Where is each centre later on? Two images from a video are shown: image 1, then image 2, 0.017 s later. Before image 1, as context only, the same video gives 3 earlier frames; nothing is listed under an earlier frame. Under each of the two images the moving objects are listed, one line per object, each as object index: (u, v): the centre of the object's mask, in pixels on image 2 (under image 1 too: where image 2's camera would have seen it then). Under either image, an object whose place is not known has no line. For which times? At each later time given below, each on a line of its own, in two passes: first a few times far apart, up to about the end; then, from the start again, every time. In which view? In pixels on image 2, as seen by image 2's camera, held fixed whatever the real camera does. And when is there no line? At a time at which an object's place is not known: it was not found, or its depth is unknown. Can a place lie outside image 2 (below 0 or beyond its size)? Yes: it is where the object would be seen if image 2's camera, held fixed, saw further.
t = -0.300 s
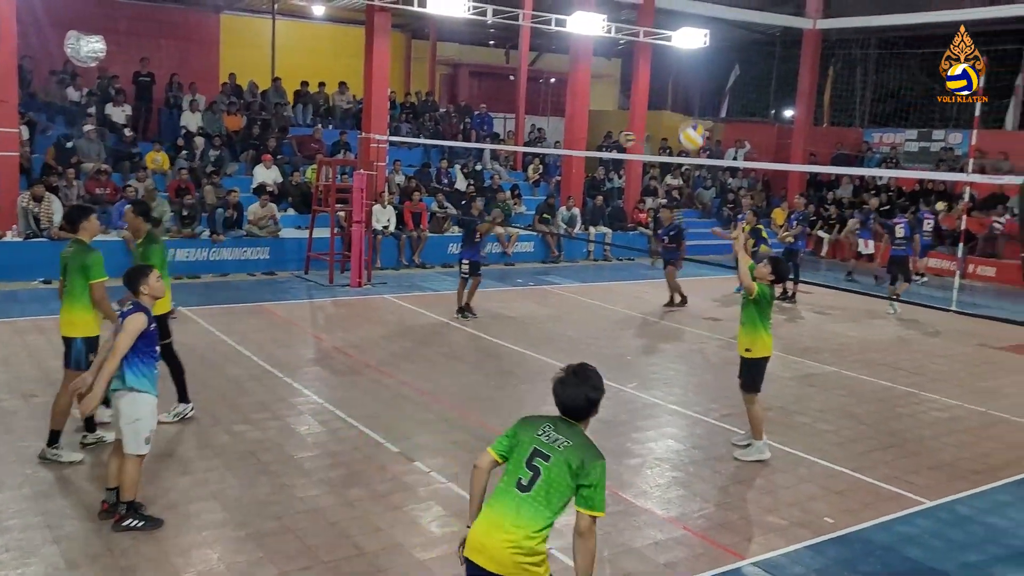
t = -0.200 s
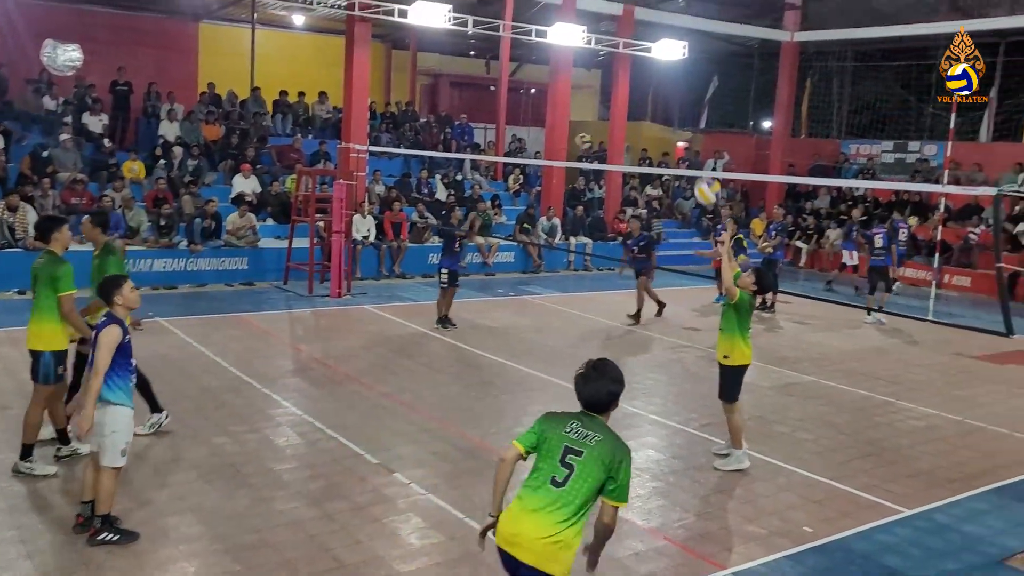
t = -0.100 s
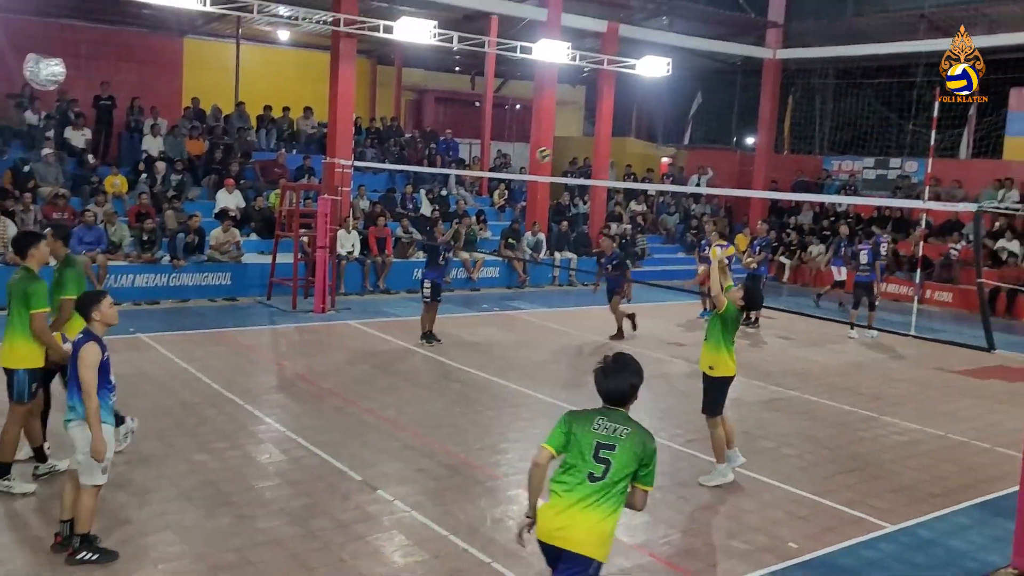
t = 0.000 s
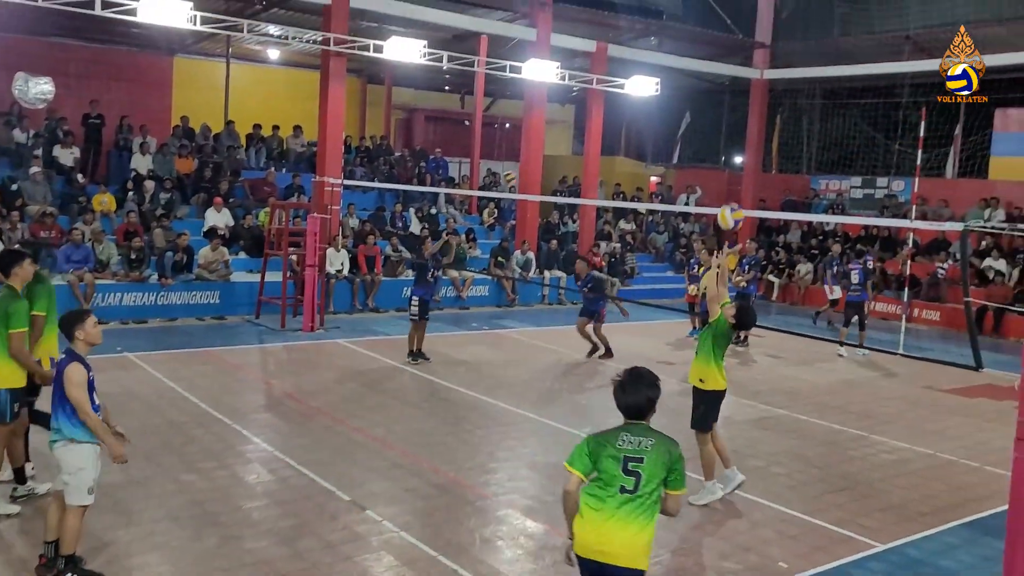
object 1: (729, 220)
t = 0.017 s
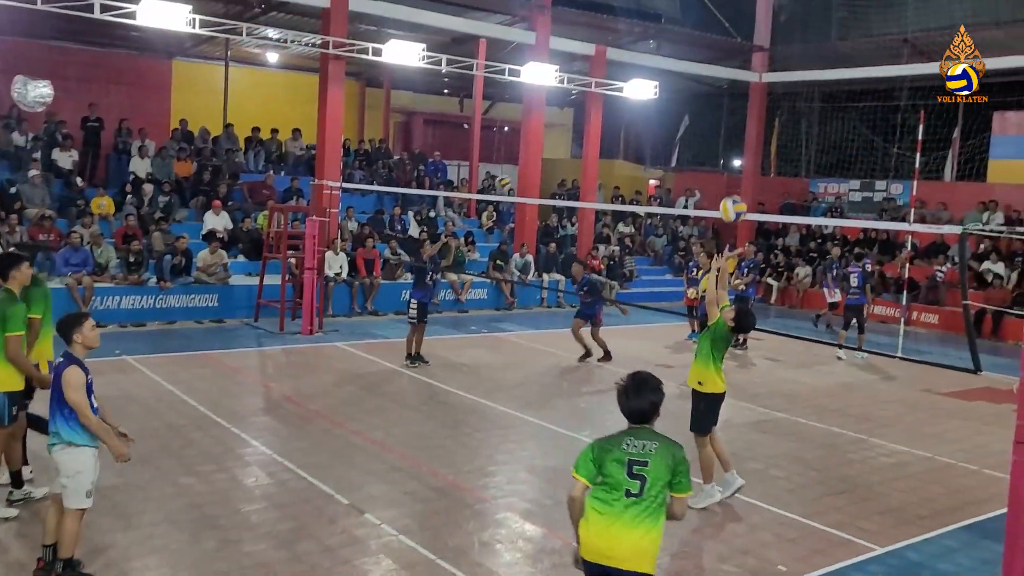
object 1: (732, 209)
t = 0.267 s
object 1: (779, 88)
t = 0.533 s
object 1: (821, 39)
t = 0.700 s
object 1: (842, 57)
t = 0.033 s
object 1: (736, 199)
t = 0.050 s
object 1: (739, 189)
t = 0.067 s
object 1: (742, 179)
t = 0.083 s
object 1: (745, 169)
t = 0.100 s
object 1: (749, 161)
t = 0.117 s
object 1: (752, 152)
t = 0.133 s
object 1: (755, 143)
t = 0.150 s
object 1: (759, 135)
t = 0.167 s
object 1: (762, 127)
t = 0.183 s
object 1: (765, 120)
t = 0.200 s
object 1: (768, 112)
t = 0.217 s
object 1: (771, 106)
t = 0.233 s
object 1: (774, 99)
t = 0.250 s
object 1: (777, 93)
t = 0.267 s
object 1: (779, 88)
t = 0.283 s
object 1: (782, 82)
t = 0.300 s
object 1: (785, 76)
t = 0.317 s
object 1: (788, 71)
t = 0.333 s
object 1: (790, 66)
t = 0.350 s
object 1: (793, 62)
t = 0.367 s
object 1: (796, 58)
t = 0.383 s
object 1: (799, 55)
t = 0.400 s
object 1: (802, 52)
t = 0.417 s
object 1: (804, 49)
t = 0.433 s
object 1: (806, 46)
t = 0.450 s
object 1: (809, 44)
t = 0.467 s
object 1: (812, 42)
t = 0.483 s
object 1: (814, 41)
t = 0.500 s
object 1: (817, 40)
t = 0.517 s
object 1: (819, 39)
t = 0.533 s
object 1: (821, 39)
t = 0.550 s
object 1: (823, 39)
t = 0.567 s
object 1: (826, 40)
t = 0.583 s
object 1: (828, 41)
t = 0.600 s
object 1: (830, 42)
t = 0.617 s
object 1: (832, 43)
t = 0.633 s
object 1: (834, 45)
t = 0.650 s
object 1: (836, 48)
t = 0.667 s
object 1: (838, 51)
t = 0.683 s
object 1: (840, 54)
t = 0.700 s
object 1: (842, 57)
